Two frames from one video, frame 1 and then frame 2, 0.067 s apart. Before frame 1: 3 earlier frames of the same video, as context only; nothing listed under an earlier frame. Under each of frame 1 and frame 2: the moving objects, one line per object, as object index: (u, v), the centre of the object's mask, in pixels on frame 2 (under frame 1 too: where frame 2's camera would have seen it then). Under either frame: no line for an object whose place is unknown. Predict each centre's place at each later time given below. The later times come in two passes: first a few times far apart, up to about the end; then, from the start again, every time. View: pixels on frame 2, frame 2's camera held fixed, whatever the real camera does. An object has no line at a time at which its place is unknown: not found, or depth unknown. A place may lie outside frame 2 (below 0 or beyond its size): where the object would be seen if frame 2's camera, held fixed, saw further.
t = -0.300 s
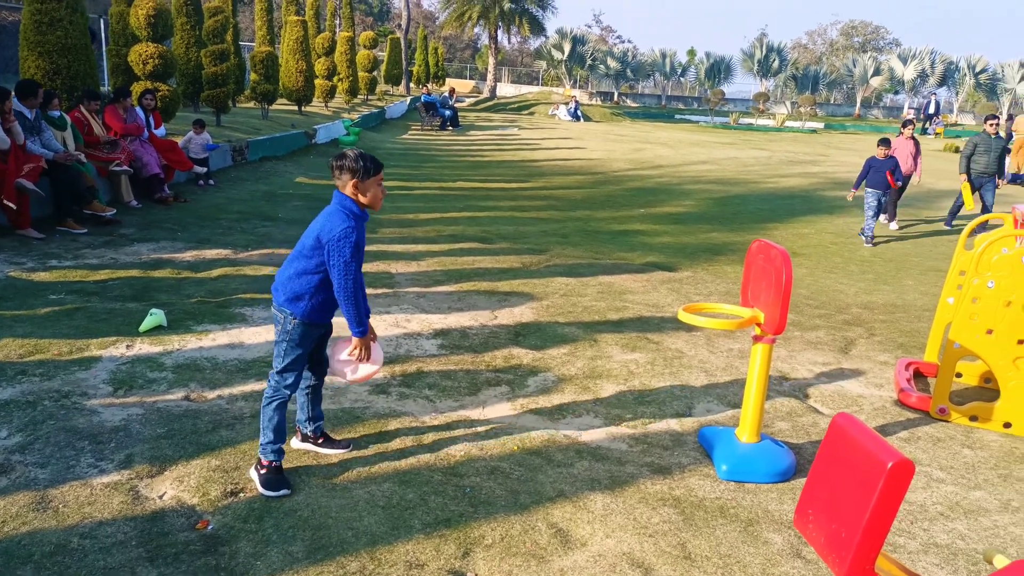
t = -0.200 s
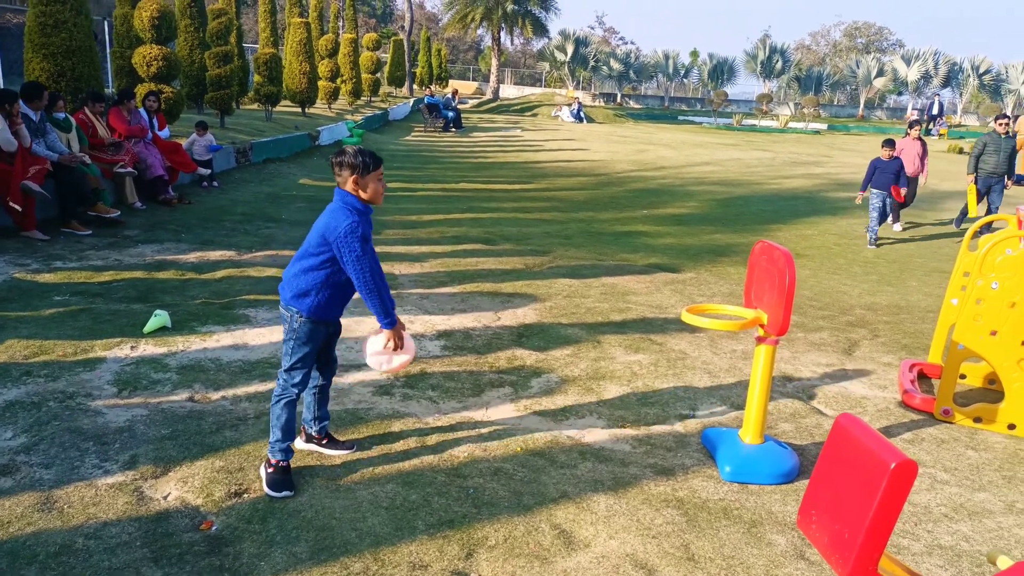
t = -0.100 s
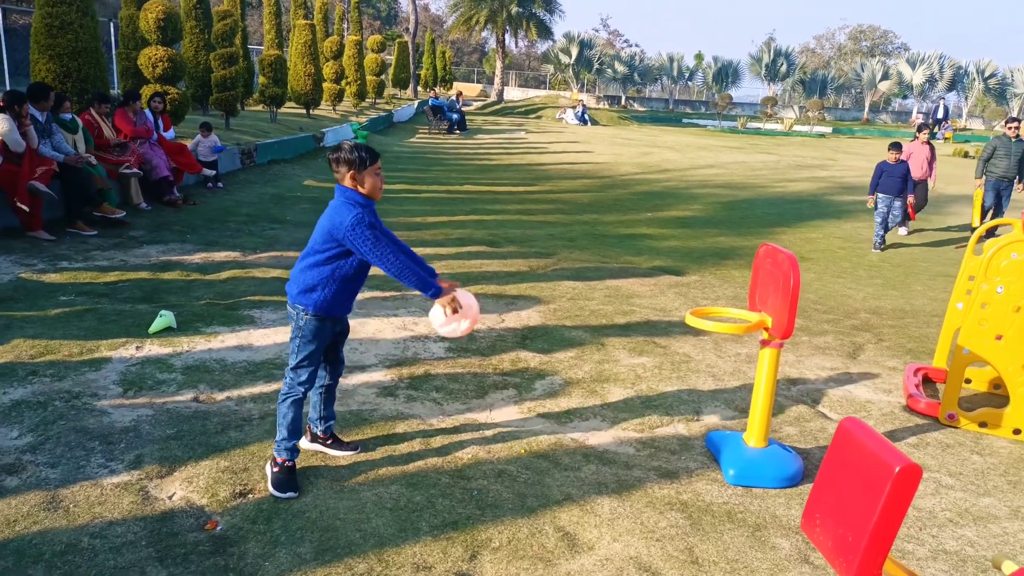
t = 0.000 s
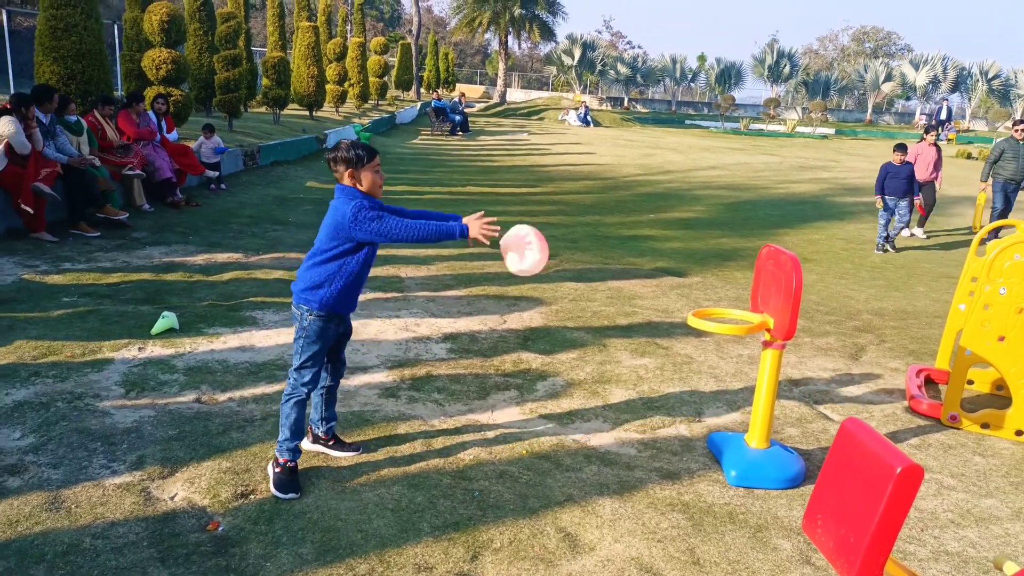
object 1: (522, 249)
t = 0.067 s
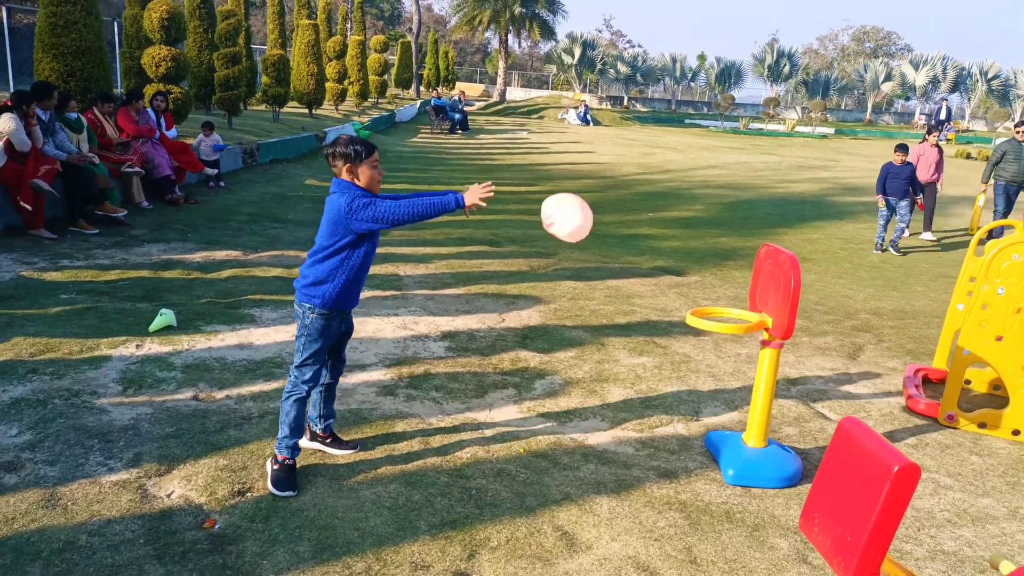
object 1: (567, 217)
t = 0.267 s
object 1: (686, 179)
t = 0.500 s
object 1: (791, 222)
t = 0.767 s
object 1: (803, 235)
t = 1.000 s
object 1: (843, 284)
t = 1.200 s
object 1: (866, 415)
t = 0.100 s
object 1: (587, 204)
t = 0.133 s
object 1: (608, 193)
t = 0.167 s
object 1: (630, 186)
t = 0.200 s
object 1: (650, 181)
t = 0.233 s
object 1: (668, 179)
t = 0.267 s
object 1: (686, 179)
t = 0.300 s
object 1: (705, 181)
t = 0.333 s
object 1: (723, 187)
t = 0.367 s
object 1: (740, 196)
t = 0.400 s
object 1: (756, 206)
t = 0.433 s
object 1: (771, 220)
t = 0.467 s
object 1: (787, 233)
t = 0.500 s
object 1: (791, 222)
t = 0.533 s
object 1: (793, 214)
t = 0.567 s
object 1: (796, 209)
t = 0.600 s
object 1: (798, 206)
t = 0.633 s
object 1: (800, 207)
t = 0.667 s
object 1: (804, 210)
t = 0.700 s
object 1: (805, 216)
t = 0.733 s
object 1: (803, 223)
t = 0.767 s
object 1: (803, 235)
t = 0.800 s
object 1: (807, 239)
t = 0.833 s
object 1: (814, 239)
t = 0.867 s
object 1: (821, 243)
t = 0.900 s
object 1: (828, 248)
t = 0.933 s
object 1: (833, 257)
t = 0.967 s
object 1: (838, 269)
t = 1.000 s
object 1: (843, 284)
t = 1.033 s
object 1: (849, 301)
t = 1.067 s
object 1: (853, 321)
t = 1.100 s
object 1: (855, 344)
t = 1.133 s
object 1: (859, 369)
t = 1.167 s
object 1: (862, 396)
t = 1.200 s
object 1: (866, 415)
